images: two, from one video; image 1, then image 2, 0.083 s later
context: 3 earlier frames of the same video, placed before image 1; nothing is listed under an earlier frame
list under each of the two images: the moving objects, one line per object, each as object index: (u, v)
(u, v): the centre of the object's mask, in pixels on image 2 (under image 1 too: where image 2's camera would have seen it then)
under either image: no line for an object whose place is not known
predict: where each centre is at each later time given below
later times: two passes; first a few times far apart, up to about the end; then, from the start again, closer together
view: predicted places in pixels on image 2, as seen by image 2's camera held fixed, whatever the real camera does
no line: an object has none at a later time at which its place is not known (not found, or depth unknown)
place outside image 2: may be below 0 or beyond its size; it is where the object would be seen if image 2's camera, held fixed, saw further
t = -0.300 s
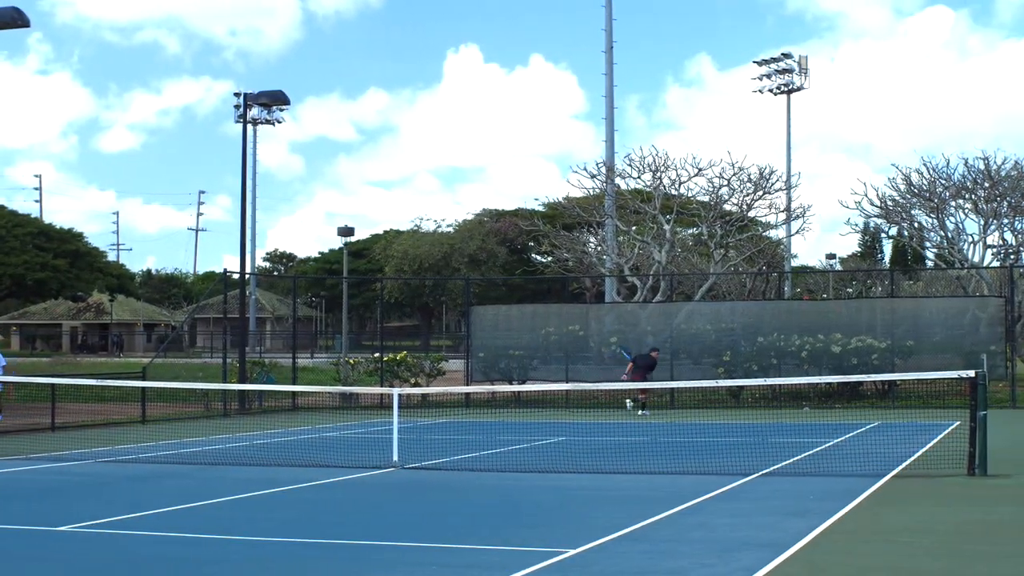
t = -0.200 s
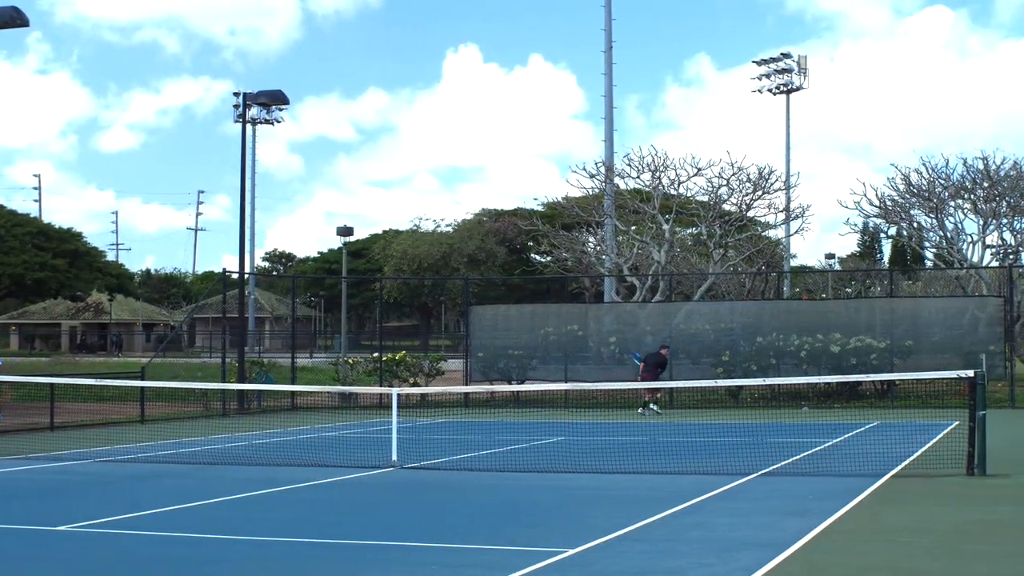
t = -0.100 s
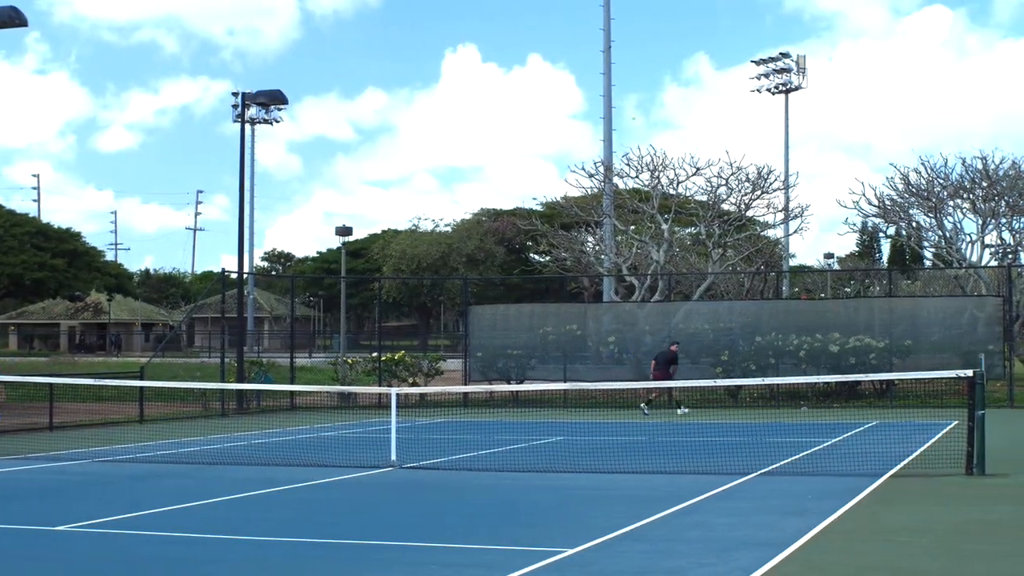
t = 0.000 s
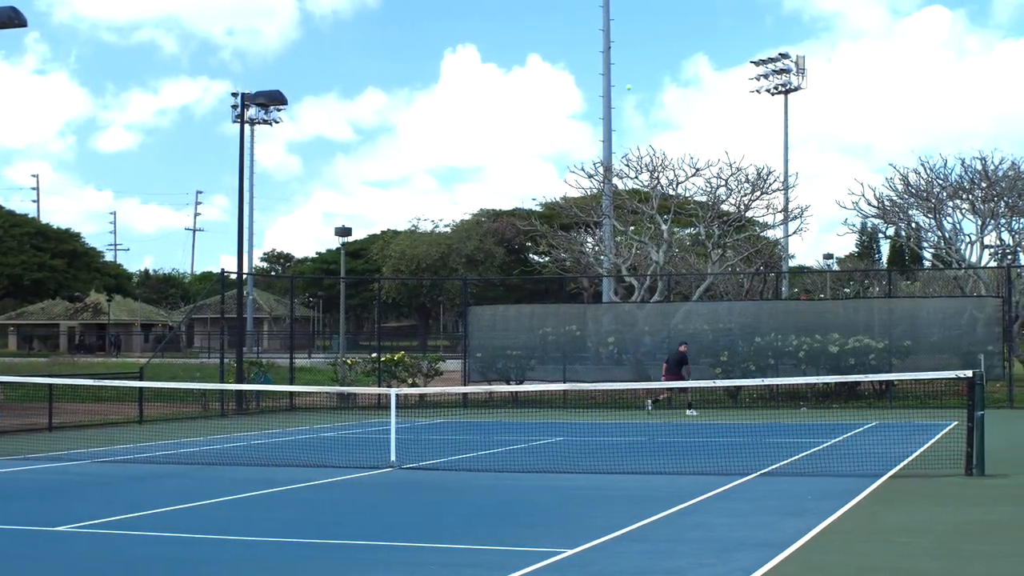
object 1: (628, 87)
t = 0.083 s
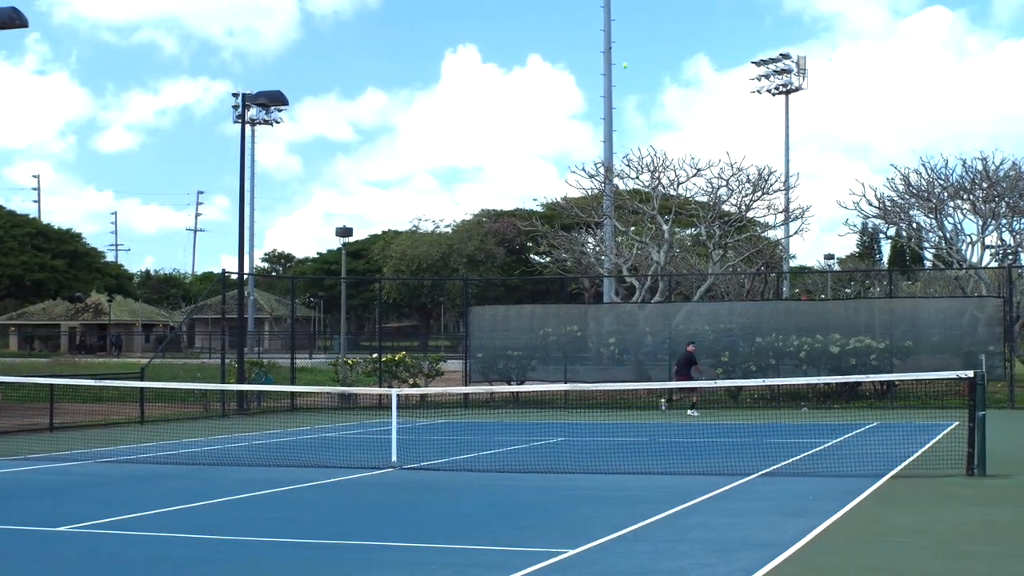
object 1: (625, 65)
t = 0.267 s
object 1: (610, 27)
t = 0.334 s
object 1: (604, 18)
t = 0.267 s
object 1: (610, 27)
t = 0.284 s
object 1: (609, 24)
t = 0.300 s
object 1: (608, 22)
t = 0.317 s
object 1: (607, 20)
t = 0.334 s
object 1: (604, 18)
